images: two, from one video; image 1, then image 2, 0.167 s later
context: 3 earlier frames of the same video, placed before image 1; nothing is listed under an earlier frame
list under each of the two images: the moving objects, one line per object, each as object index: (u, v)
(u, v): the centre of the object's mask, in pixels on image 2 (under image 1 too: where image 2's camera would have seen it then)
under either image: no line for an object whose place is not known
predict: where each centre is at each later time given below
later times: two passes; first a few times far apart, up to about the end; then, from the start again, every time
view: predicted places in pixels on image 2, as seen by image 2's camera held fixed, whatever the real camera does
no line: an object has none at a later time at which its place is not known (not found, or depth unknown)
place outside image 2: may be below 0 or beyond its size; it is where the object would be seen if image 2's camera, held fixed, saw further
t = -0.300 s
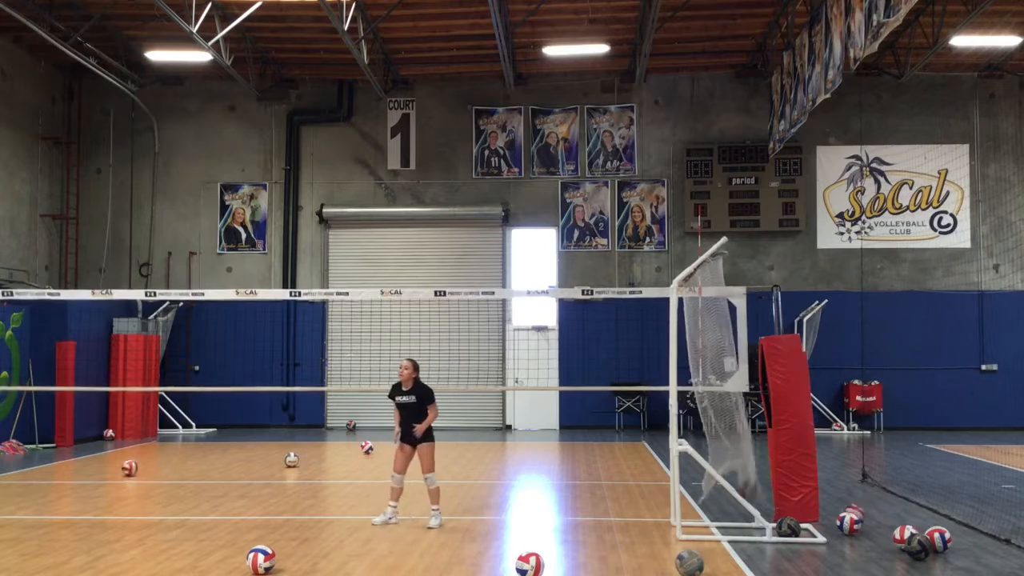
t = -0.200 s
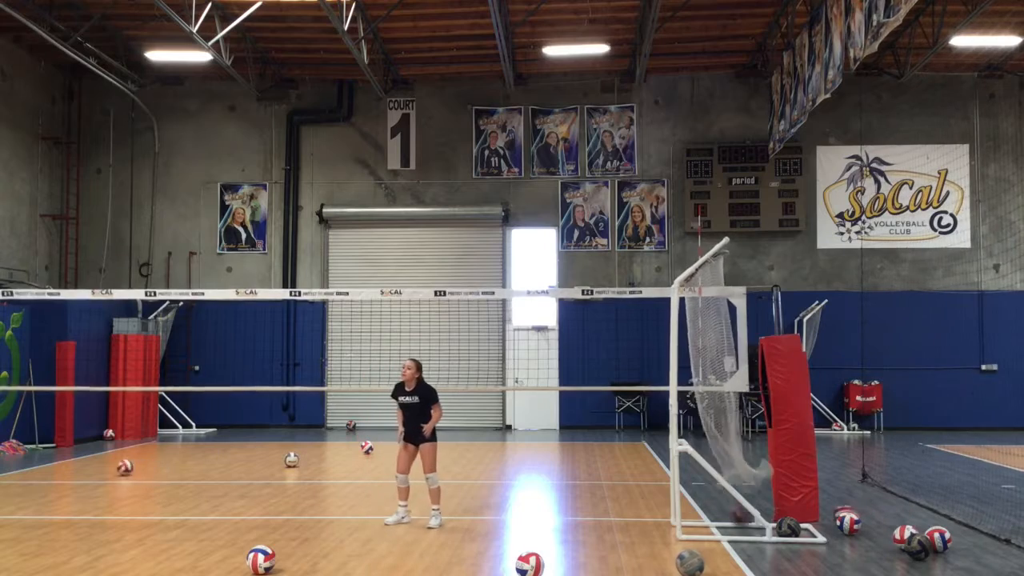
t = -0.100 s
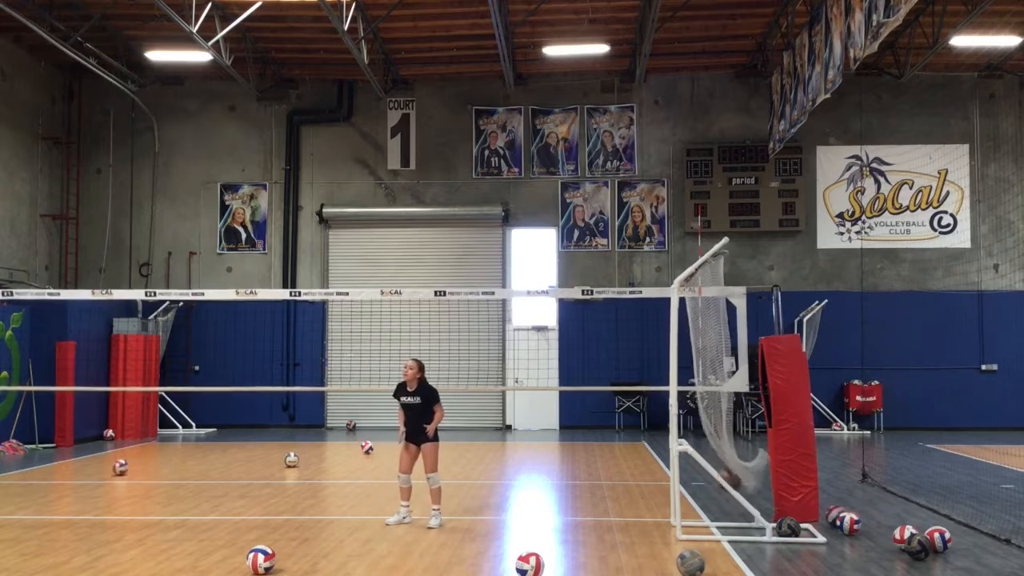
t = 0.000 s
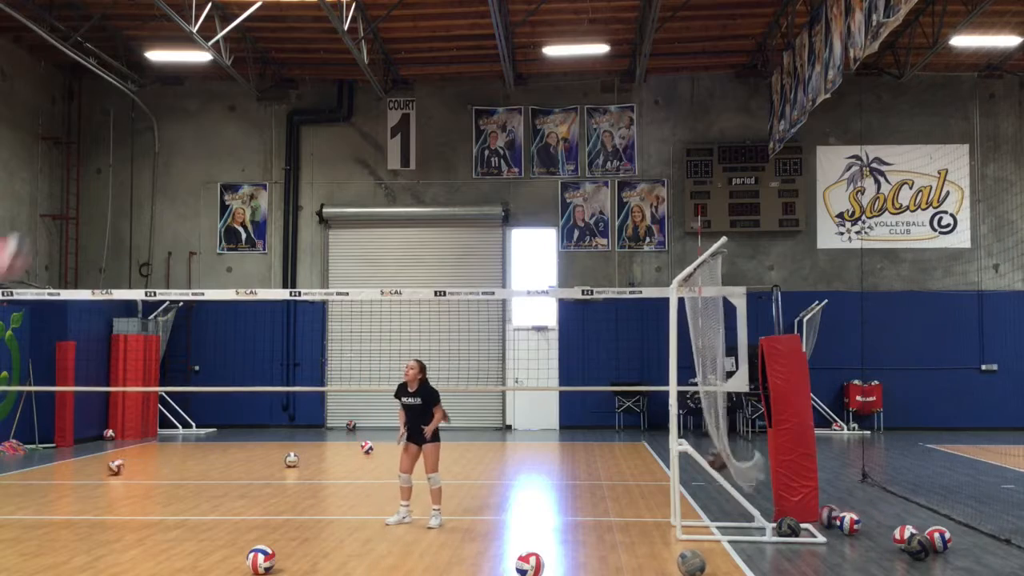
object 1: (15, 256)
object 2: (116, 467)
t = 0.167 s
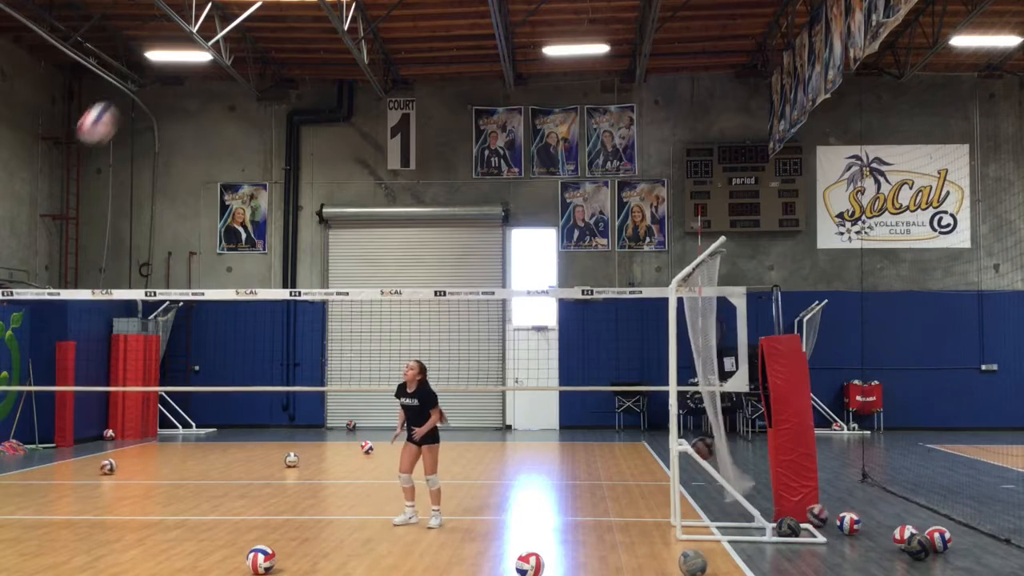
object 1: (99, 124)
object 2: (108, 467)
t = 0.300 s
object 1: (154, 64)
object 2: (102, 466)
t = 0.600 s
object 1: (261, 36)
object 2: (89, 465)
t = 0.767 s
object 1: (309, 69)
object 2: (82, 465)
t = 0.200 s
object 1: (113, 106)
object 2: (106, 466)
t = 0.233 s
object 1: (129, 89)
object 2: (105, 466)
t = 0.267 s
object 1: (142, 76)
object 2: (104, 466)
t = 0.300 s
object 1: (154, 64)
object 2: (102, 466)
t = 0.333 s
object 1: (178, 53)
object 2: (101, 466)
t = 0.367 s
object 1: (187, 46)
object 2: (99, 466)
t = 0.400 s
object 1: (195, 39)
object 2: (98, 466)
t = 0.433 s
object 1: (207, 35)
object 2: (96, 466)
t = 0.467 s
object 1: (218, 32)
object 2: (95, 465)
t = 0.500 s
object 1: (229, 31)
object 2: (93, 465)
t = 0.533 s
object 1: (241, 32)
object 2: (91, 466)
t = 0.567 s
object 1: (251, 33)
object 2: (90, 465)
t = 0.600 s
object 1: (261, 36)
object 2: (89, 465)
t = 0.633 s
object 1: (272, 41)
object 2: (87, 465)
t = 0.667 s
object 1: (281, 46)
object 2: (86, 465)
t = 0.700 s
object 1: (290, 53)
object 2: (85, 465)
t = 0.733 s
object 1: (299, 61)
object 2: (83, 465)
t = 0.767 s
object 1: (309, 69)
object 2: (82, 465)
